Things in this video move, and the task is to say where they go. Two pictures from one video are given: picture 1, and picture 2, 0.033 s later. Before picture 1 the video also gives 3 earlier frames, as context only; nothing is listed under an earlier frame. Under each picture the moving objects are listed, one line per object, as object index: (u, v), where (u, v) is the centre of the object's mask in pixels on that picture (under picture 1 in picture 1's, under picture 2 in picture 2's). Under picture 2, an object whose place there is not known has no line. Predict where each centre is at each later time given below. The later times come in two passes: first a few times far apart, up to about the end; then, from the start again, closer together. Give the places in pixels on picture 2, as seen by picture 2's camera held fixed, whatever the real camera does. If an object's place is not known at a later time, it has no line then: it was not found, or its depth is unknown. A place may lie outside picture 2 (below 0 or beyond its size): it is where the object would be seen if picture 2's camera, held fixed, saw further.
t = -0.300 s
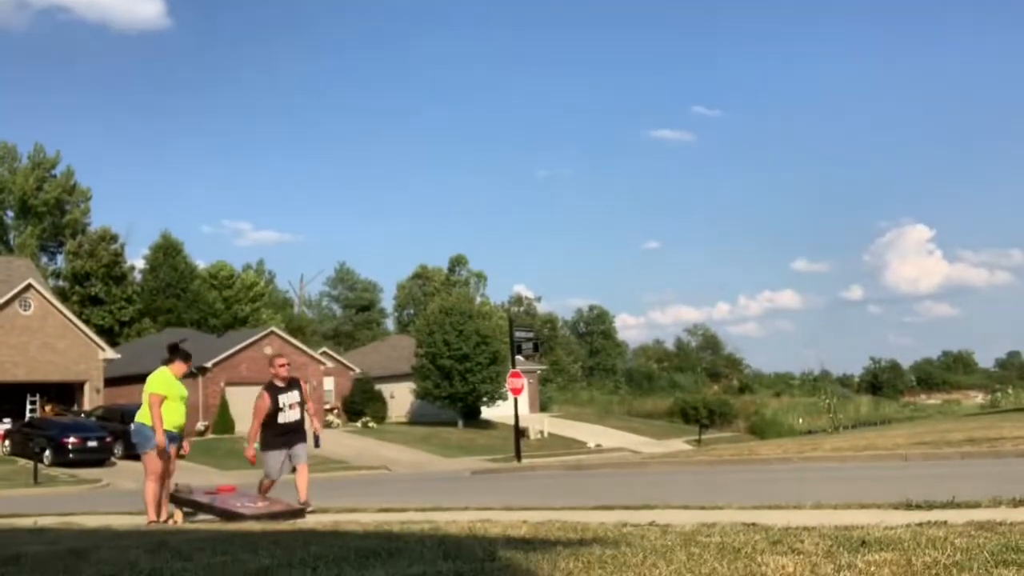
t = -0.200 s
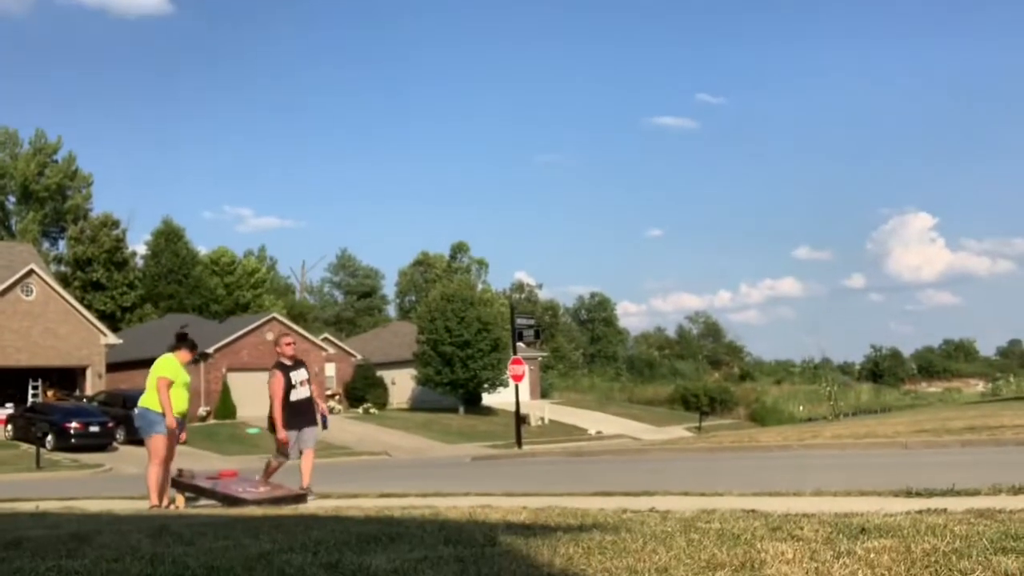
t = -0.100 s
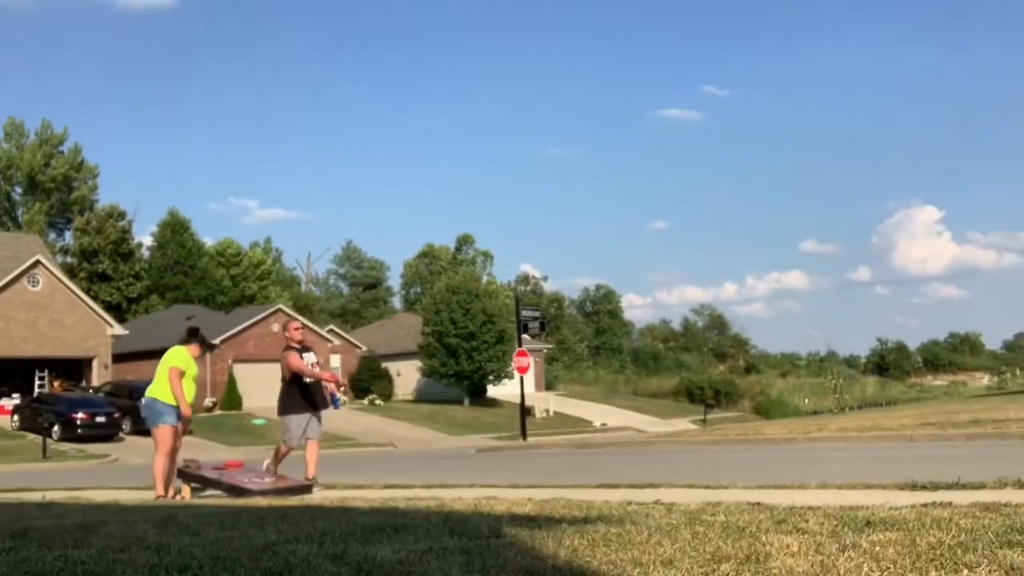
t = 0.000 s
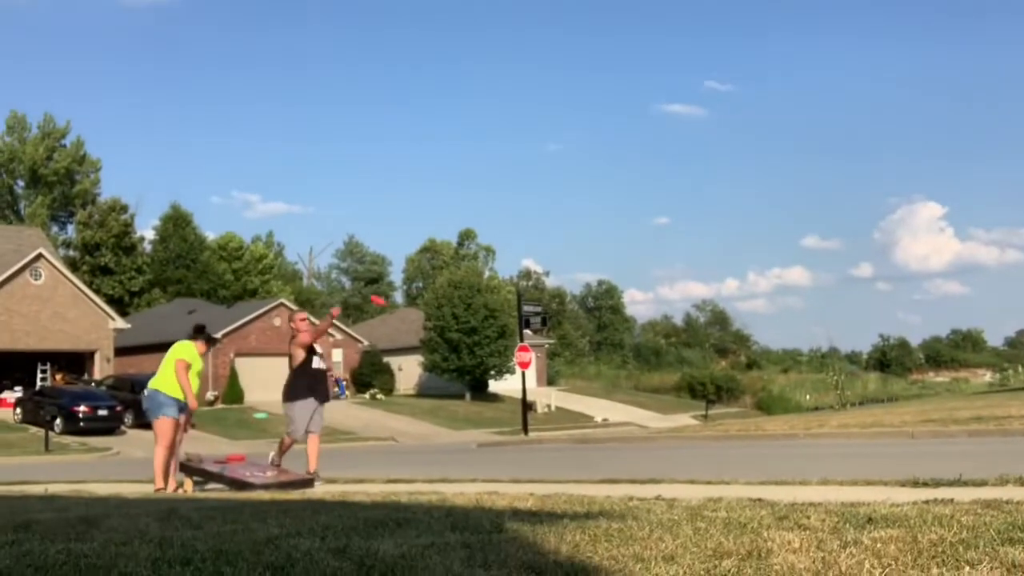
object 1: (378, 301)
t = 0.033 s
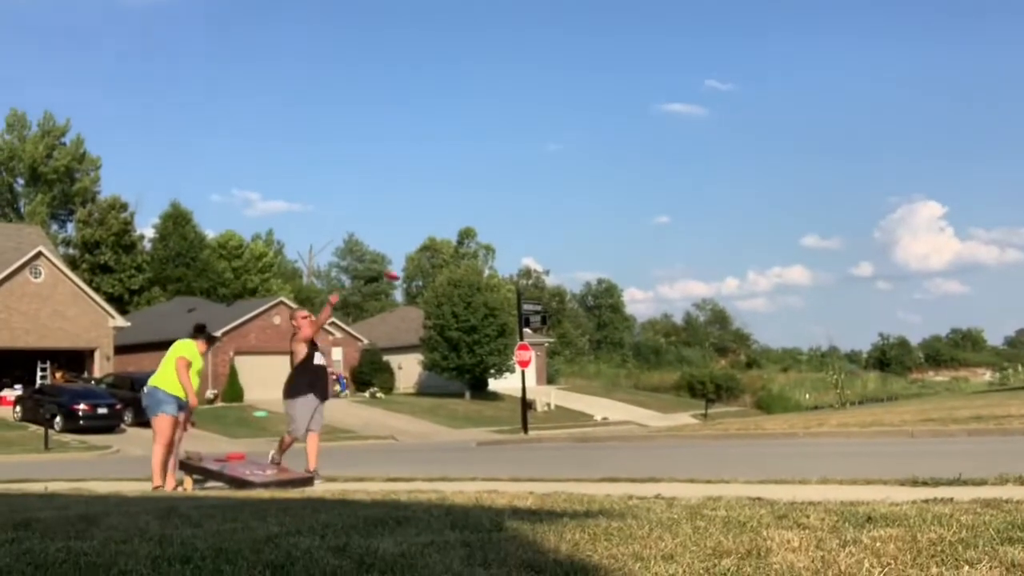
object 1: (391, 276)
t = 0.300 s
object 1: (515, 125)
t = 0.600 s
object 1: (690, 36)
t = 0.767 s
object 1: (818, 38)
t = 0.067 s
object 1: (406, 254)
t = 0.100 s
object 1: (421, 233)
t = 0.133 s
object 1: (435, 212)
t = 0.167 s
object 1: (450, 193)
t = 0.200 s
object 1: (466, 175)
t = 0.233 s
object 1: (482, 157)
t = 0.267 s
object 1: (498, 141)
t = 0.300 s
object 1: (515, 125)
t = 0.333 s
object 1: (531, 110)
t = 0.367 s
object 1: (550, 98)
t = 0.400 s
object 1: (567, 85)
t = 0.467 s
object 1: (605, 63)
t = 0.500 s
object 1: (625, 54)
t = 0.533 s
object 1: (646, 47)
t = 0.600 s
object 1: (690, 36)
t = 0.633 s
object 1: (713, 33)
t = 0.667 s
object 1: (738, 32)
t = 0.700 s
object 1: (764, 32)
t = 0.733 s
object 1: (790, 33)
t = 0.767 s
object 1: (818, 38)
